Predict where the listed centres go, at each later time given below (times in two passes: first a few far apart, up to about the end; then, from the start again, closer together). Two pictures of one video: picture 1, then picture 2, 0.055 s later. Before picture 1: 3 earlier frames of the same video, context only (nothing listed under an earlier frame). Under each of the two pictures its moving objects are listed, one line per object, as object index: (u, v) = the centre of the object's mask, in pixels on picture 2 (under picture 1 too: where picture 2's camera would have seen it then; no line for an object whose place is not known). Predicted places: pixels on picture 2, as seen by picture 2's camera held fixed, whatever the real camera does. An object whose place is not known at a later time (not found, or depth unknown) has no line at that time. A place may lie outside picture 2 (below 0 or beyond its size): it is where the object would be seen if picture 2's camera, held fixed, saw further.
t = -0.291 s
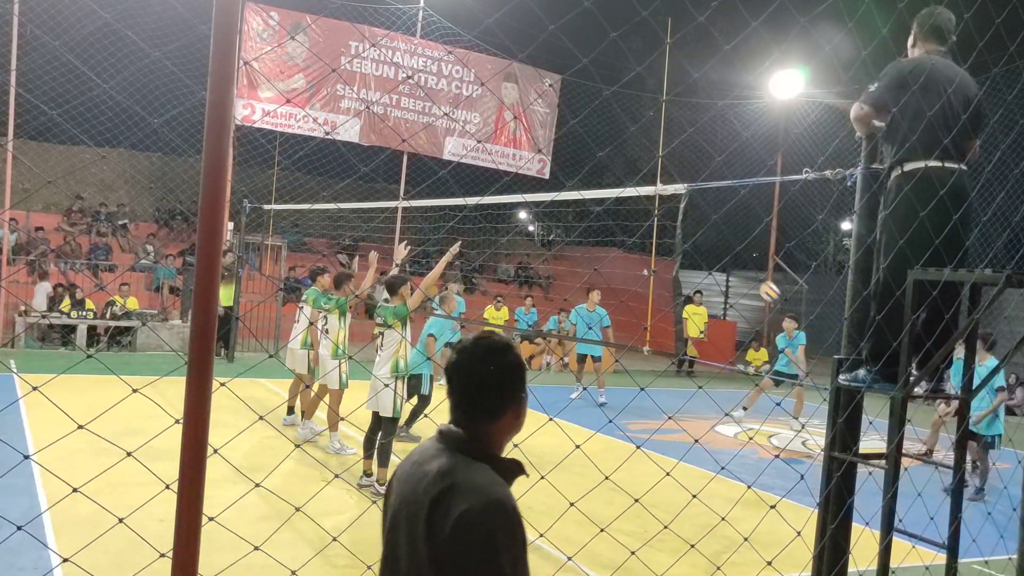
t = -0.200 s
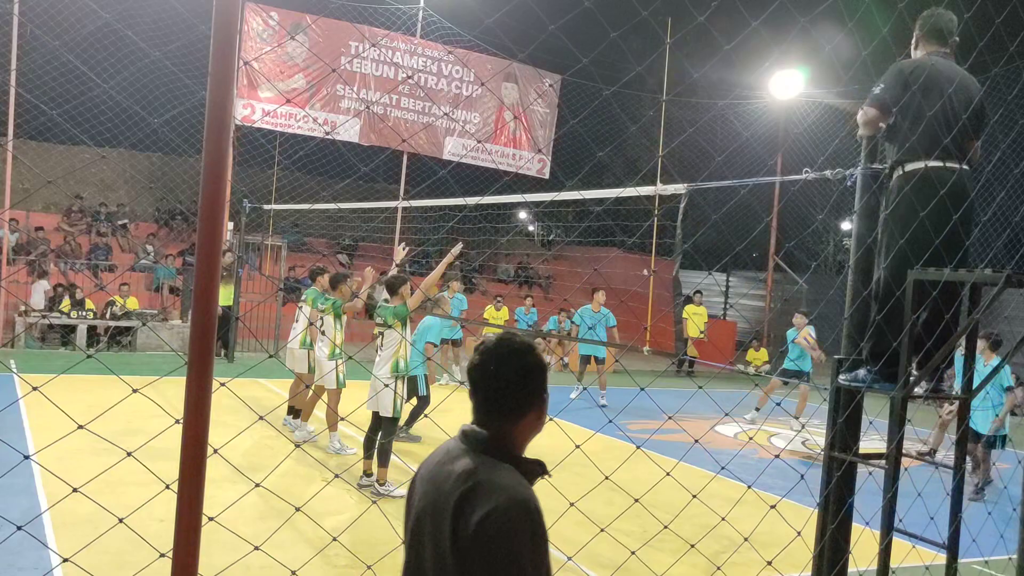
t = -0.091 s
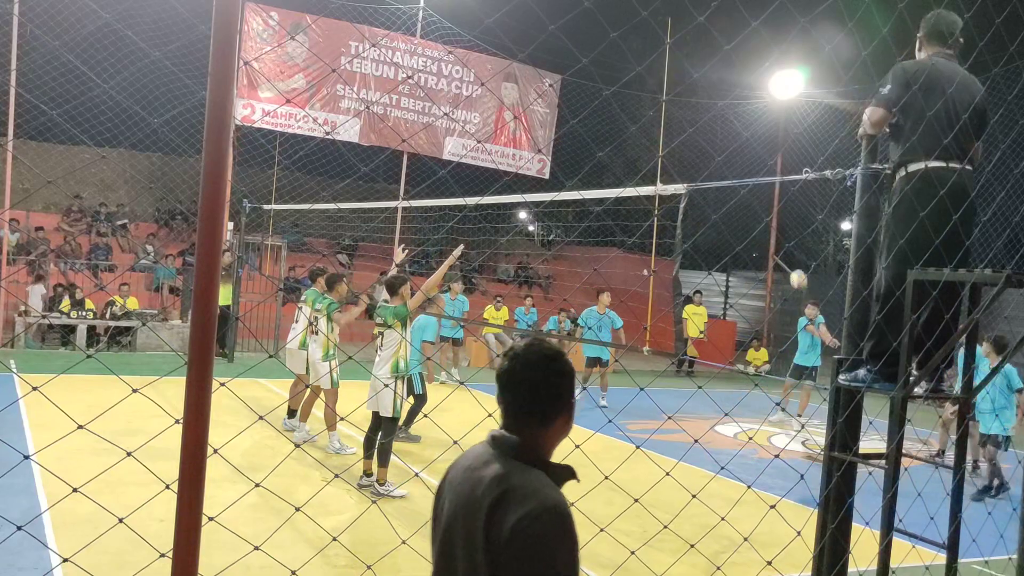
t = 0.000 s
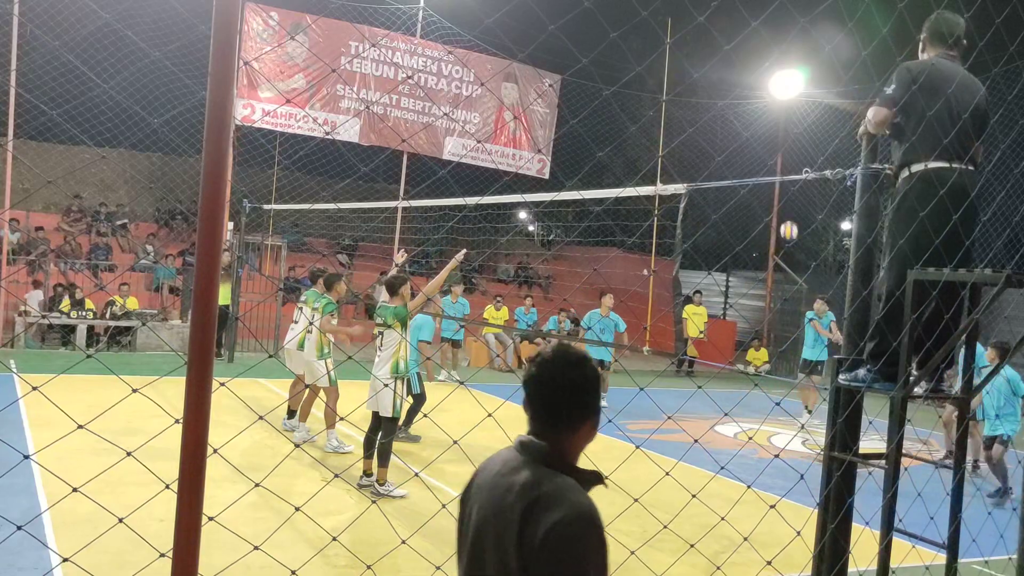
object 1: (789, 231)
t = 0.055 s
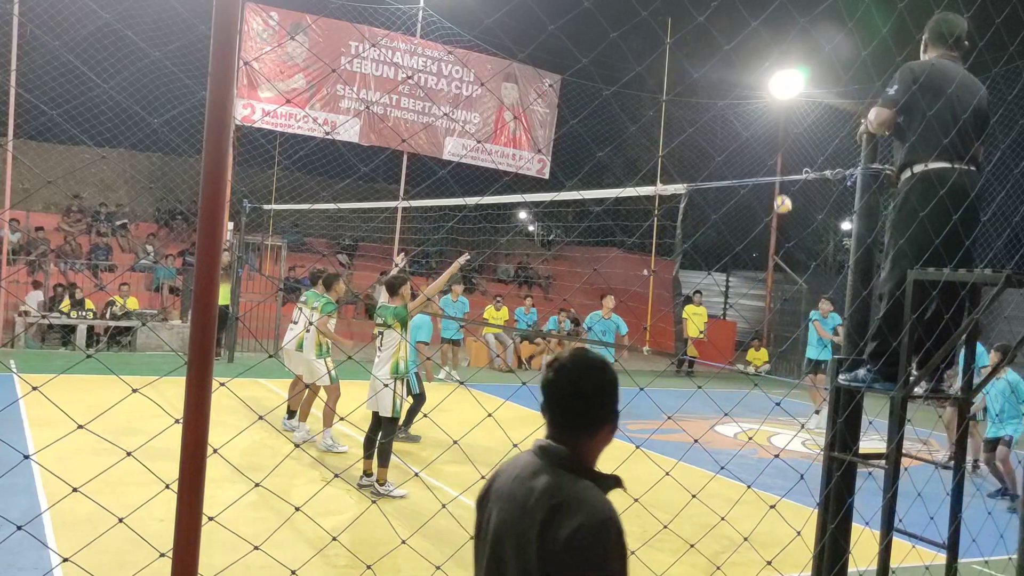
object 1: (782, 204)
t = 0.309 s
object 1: (750, 107)
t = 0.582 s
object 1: (708, 53)
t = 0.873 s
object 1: (653, 62)
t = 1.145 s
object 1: (594, 138)
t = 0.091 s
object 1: (778, 188)
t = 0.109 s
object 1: (776, 180)
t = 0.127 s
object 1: (774, 171)
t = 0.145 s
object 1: (772, 165)
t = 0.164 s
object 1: (770, 157)
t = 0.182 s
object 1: (767, 151)
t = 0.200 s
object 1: (765, 143)
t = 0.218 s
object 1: (762, 136)
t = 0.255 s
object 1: (758, 124)
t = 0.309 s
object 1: (750, 107)
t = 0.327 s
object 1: (747, 101)
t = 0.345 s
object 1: (745, 96)
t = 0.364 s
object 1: (742, 92)
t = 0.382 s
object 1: (739, 87)
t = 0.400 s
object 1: (737, 83)
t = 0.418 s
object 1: (734, 79)
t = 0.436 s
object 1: (731, 75)
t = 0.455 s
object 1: (728, 71)
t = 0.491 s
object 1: (723, 65)
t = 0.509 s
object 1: (720, 62)
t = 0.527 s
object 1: (717, 59)
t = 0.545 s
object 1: (714, 57)
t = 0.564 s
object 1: (711, 55)
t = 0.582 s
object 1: (708, 53)
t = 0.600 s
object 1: (704, 52)
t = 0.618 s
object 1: (702, 50)
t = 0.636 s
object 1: (698, 50)
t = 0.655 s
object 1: (695, 49)
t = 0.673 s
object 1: (692, 48)
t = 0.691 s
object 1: (688, 48)
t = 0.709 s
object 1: (685, 49)
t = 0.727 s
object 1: (682, 49)
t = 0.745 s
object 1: (678, 50)
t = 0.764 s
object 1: (675, 51)
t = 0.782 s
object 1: (671, 51)
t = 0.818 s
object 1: (664, 55)
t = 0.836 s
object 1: (660, 57)
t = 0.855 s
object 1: (657, 59)
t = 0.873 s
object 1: (653, 62)
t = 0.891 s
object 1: (649, 65)
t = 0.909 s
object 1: (646, 68)
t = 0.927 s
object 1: (642, 72)
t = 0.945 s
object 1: (638, 76)
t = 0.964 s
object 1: (634, 80)
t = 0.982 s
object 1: (631, 84)
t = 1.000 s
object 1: (627, 89)
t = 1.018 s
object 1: (623, 94)
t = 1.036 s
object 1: (618, 100)
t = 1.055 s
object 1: (615, 105)
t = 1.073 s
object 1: (611, 111)
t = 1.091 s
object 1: (606, 117)
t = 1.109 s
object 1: (602, 124)
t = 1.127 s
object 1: (598, 131)
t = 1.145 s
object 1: (594, 138)
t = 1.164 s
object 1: (590, 146)
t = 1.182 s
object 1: (586, 154)
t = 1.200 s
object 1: (582, 162)
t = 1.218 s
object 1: (577, 170)
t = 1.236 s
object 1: (573, 179)
